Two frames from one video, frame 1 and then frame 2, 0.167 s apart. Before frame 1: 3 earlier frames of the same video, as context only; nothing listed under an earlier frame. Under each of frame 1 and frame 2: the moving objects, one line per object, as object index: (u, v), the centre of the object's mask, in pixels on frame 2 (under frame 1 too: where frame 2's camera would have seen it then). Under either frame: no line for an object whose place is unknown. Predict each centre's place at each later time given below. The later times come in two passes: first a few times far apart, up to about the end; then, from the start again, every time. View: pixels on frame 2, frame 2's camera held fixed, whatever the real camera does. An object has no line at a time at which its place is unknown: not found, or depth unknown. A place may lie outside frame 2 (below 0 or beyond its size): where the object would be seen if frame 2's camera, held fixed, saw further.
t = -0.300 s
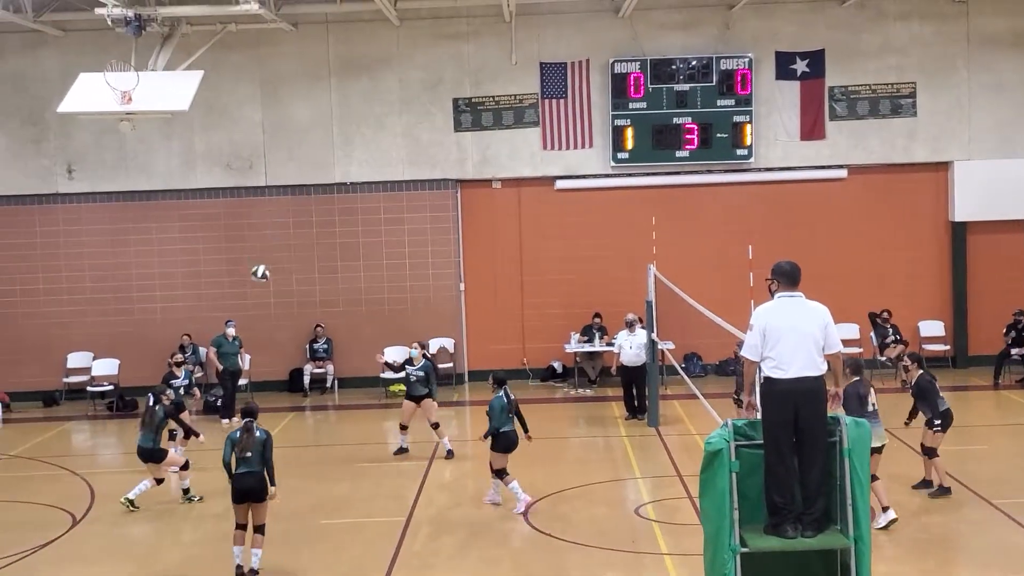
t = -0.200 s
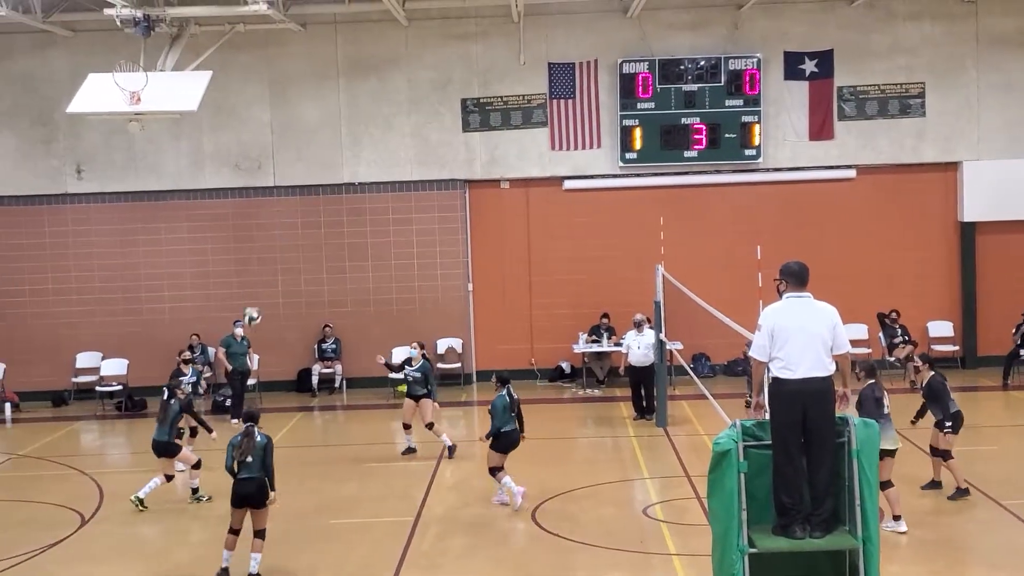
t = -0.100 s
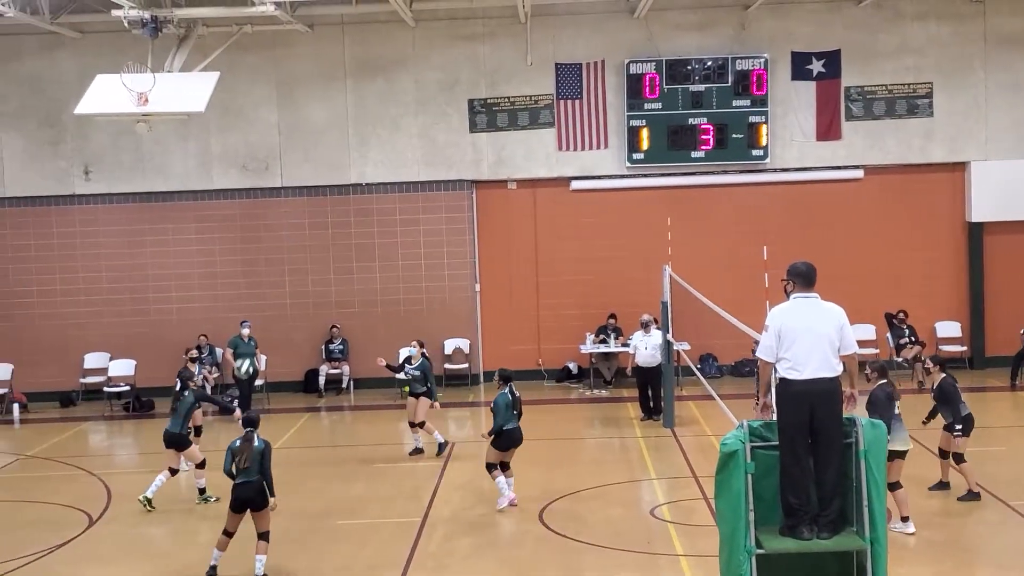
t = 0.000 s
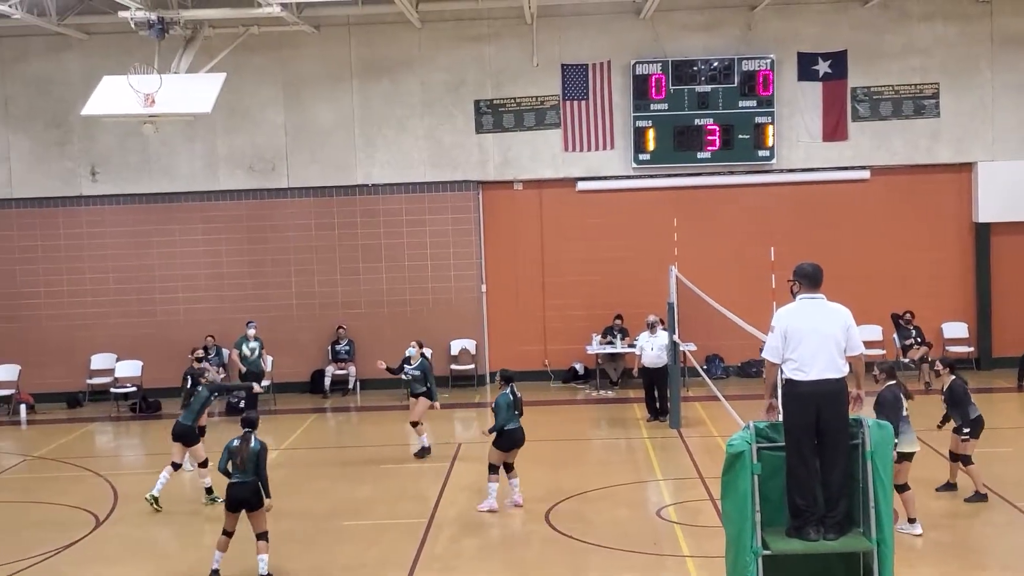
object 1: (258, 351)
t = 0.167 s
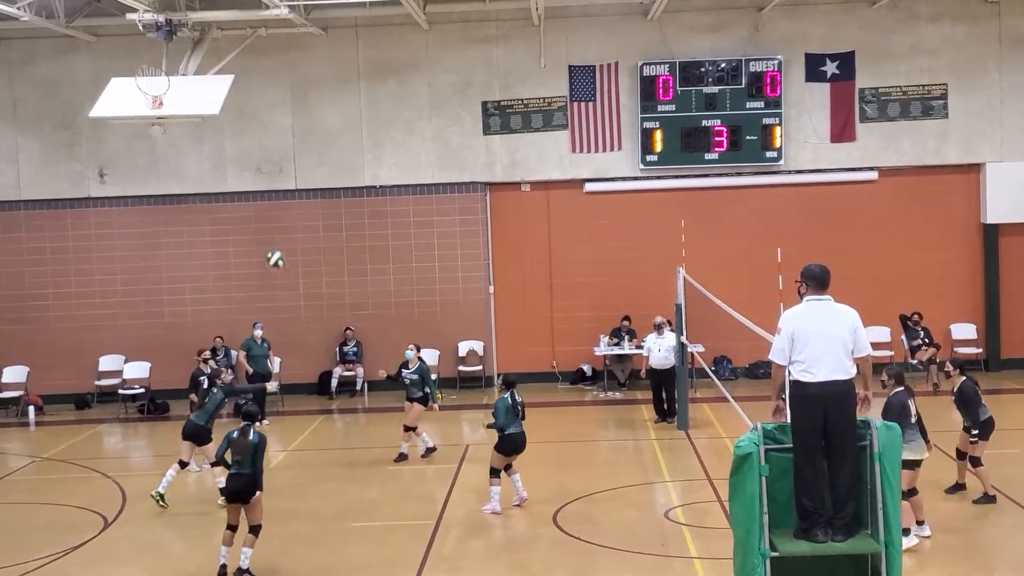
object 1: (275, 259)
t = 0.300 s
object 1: (290, 203)
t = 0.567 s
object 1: (320, 135)
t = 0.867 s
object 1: (355, 130)
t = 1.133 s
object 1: (388, 190)
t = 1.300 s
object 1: (410, 255)
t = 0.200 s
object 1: (279, 244)
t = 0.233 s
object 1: (282, 229)
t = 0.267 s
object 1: (286, 216)
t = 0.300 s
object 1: (290, 203)
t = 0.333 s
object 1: (293, 192)
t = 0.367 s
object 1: (296, 181)
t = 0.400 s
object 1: (300, 171)
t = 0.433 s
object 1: (304, 162)
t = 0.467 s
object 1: (307, 154)
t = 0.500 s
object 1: (311, 147)
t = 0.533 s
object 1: (316, 141)
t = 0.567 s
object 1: (320, 135)
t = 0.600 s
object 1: (323, 131)
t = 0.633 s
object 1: (327, 127)
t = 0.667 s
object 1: (331, 125)
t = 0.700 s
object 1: (335, 124)
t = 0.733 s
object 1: (339, 123)
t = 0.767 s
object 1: (343, 123)
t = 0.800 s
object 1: (346, 125)
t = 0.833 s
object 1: (351, 127)
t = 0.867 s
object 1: (355, 130)
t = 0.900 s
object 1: (359, 134)
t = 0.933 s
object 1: (363, 139)
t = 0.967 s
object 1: (367, 145)
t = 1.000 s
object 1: (371, 152)
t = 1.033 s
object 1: (376, 161)
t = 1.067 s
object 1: (380, 169)
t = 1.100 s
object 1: (384, 179)
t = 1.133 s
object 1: (388, 190)
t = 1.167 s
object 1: (392, 200)
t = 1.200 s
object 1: (397, 213)
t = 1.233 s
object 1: (401, 226)
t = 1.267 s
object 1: (405, 240)
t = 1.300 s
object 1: (410, 255)
